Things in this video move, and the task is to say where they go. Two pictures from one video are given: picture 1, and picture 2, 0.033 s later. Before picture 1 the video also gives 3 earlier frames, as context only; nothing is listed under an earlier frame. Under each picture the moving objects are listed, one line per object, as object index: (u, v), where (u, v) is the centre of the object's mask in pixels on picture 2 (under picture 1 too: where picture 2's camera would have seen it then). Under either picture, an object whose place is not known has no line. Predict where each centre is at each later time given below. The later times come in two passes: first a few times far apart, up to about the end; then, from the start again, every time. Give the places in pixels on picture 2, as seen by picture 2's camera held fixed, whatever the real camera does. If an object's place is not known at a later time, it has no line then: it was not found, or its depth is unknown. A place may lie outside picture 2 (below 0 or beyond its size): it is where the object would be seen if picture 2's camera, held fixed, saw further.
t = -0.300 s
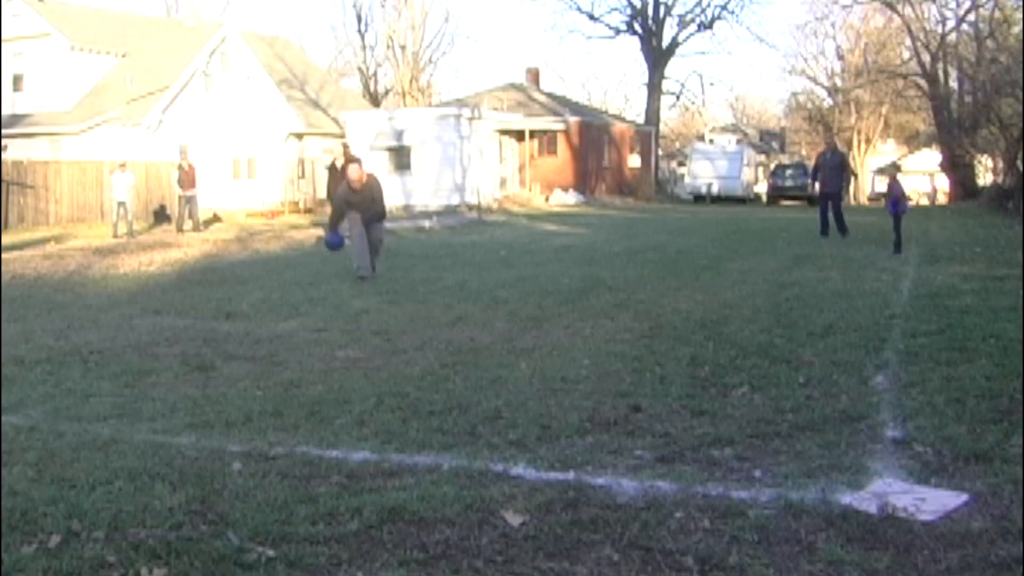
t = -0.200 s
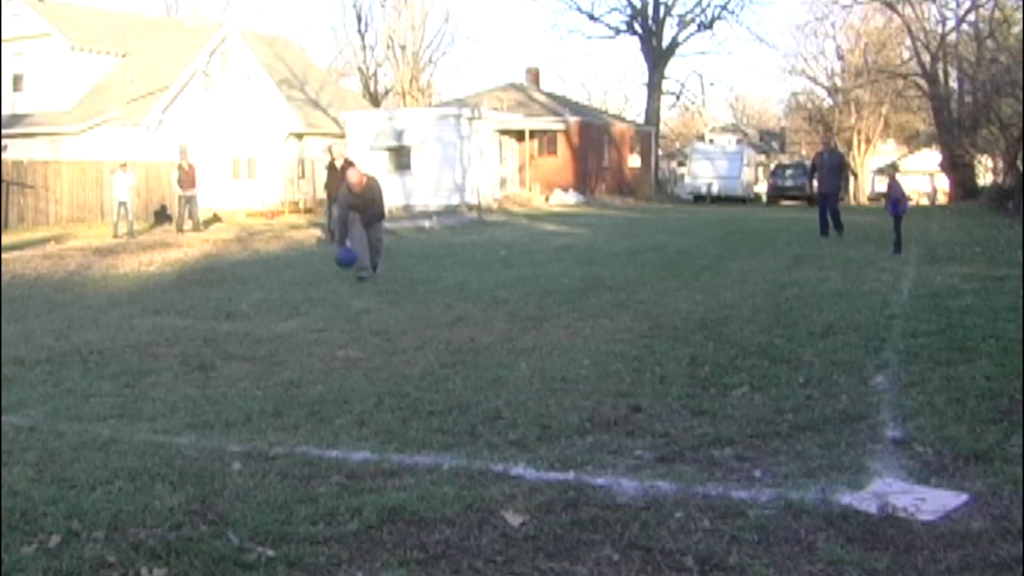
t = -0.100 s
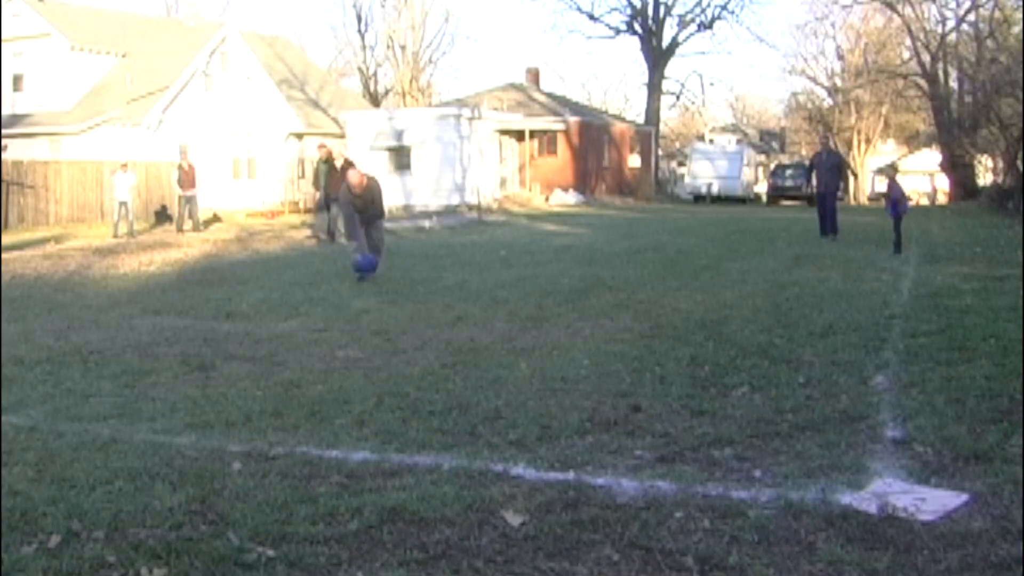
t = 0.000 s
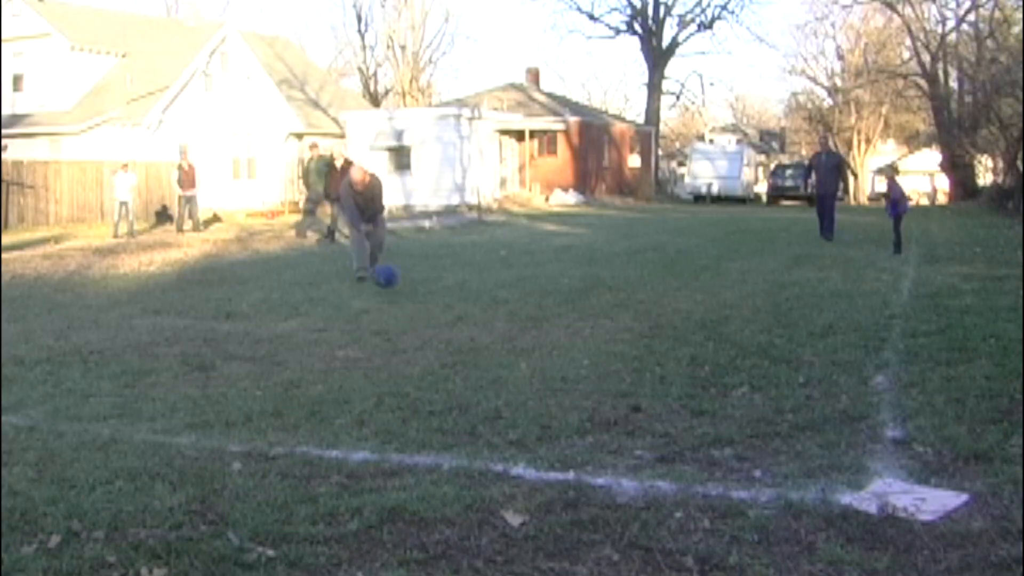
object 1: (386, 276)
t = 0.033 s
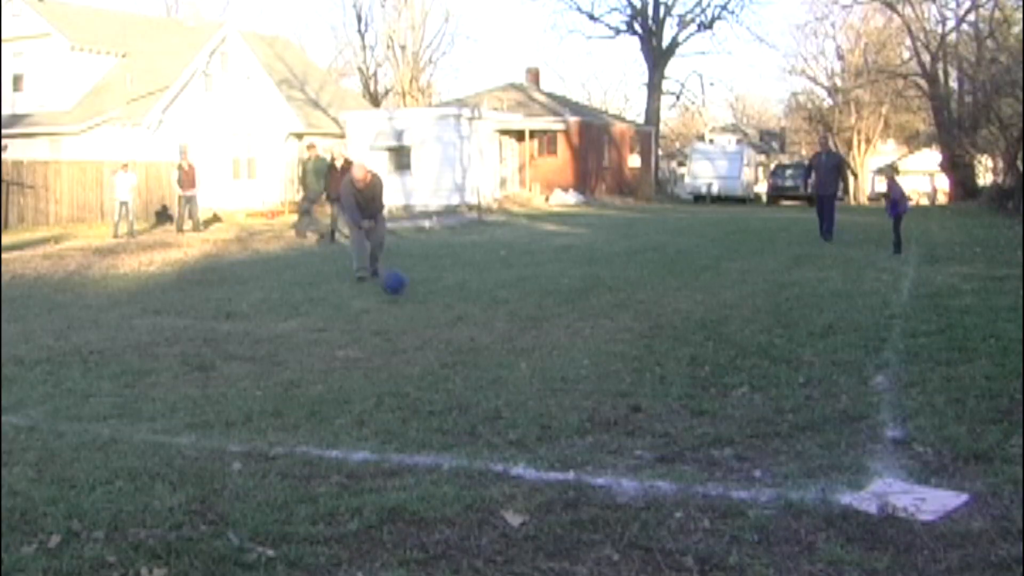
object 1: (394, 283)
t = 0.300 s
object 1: (449, 292)
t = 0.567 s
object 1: (508, 304)
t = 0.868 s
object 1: (588, 345)
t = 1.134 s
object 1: (660, 341)
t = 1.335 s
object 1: (729, 367)
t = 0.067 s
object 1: (402, 291)
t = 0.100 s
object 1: (409, 293)
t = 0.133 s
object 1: (415, 291)
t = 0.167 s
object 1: (421, 288)
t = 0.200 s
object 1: (428, 286)
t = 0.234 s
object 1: (435, 286)
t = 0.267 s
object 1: (442, 287)
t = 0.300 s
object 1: (449, 292)
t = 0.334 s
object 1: (456, 297)
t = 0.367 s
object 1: (464, 302)
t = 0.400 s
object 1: (471, 308)
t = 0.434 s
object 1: (479, 318)
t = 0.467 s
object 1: (487, 318)
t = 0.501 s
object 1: (494, 312)
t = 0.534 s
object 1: (501, 307)
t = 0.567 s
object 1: (508, 304)
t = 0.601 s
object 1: (517, 302)
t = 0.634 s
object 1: (525, 302)
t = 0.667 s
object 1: (533, 304)
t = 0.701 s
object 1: (541, 307)
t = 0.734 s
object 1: (550, 312)
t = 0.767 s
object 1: (558, 319)
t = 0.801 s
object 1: (568, 326)
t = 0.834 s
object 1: (577, 338)
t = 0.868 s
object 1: (588, 345)
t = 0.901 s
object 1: (596, 339)
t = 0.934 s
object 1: (604, 334)
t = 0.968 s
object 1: (613, 330)
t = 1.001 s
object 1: (621, 328)
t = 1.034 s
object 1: (631, 328)
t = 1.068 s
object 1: (641, 330)
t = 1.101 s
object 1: (651, 335)
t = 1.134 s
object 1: (660, 341)
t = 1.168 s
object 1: (671, 350)
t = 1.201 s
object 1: (680, 361)
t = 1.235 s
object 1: (692, 370)
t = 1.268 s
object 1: (704, 369)
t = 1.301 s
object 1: (717, 367)
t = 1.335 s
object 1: (729, 367)
